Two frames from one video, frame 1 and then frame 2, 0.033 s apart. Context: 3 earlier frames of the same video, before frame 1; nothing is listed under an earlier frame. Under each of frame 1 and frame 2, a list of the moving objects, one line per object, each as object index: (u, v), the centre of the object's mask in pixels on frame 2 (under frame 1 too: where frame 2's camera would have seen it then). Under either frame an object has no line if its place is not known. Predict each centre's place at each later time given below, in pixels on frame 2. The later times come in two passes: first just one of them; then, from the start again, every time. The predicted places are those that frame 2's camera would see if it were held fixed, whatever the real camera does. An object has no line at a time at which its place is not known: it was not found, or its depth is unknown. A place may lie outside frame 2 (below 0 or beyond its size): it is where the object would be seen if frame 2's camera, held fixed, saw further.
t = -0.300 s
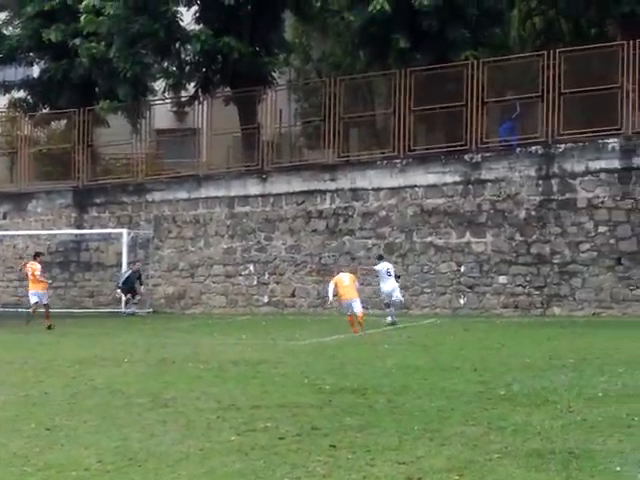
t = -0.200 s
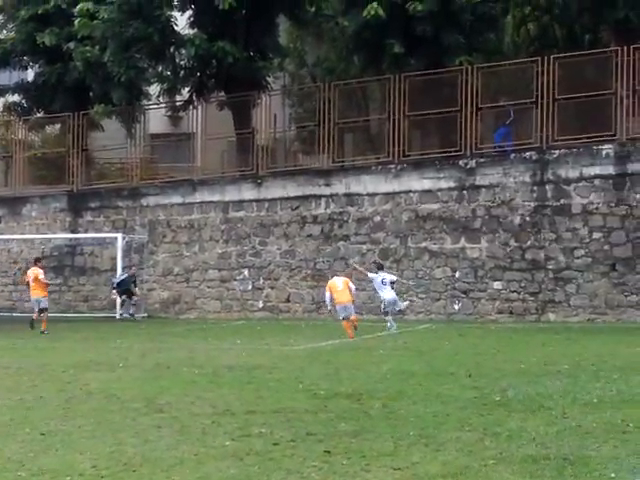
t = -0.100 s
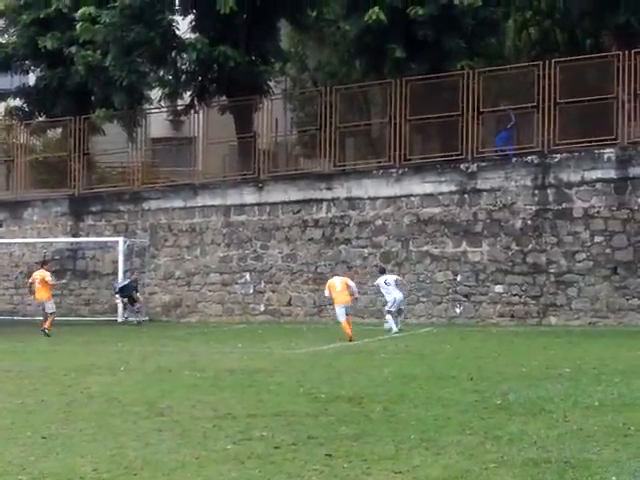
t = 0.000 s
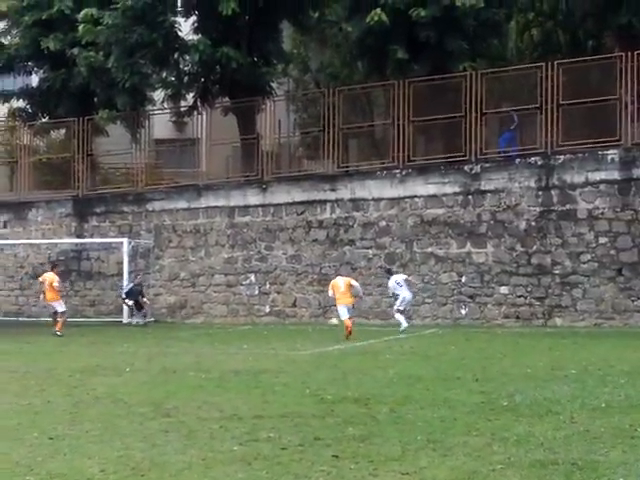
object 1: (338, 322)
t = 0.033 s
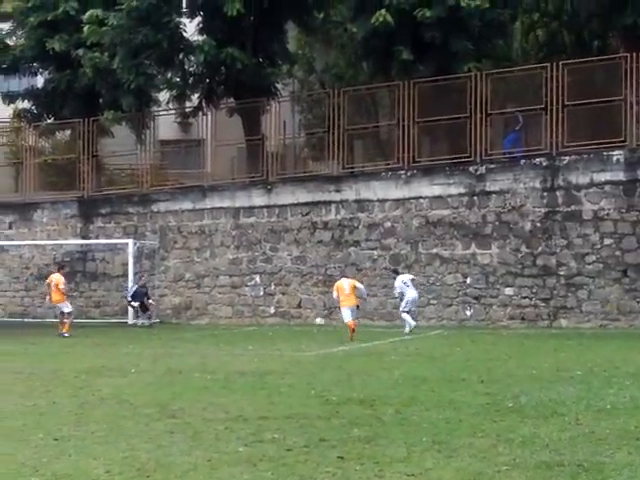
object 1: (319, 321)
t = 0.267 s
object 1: (185, 320)
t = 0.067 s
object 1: (300, 320)
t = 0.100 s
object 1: (280, 319)
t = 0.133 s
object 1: (261, 318)
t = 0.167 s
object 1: (243, 317)
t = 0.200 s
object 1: (222, 319)
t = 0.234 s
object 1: (202, 319)
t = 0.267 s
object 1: (185, 320)
